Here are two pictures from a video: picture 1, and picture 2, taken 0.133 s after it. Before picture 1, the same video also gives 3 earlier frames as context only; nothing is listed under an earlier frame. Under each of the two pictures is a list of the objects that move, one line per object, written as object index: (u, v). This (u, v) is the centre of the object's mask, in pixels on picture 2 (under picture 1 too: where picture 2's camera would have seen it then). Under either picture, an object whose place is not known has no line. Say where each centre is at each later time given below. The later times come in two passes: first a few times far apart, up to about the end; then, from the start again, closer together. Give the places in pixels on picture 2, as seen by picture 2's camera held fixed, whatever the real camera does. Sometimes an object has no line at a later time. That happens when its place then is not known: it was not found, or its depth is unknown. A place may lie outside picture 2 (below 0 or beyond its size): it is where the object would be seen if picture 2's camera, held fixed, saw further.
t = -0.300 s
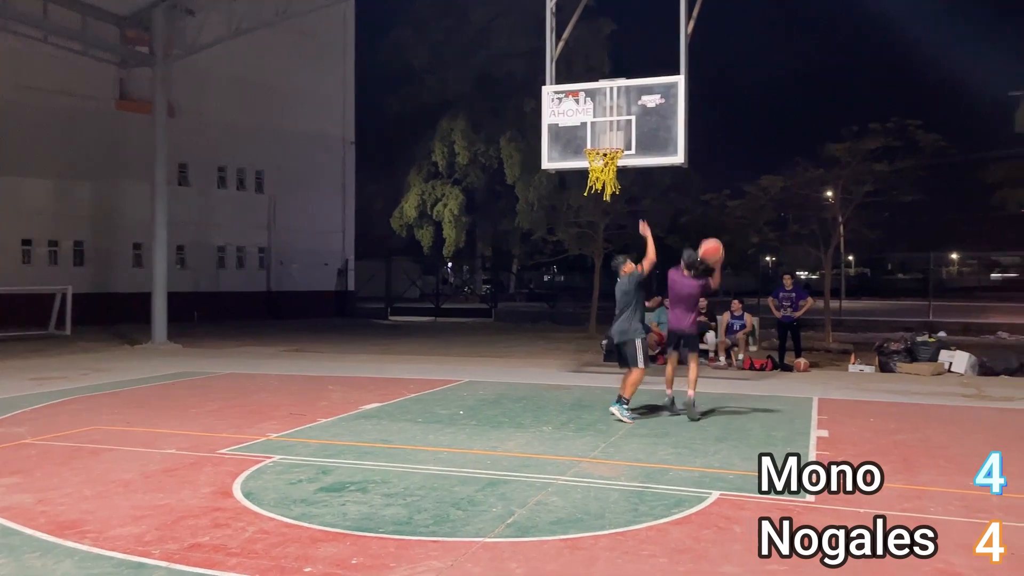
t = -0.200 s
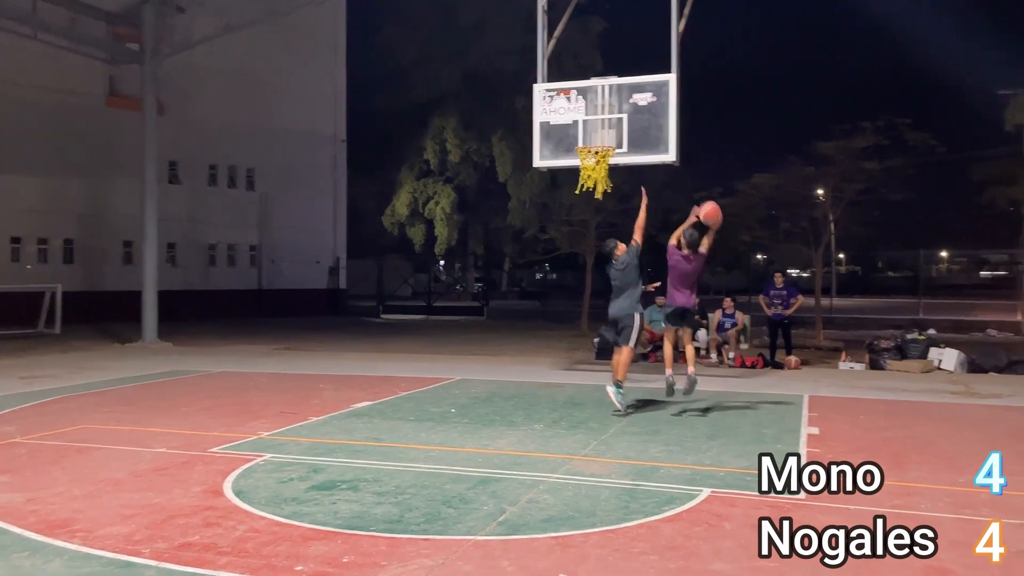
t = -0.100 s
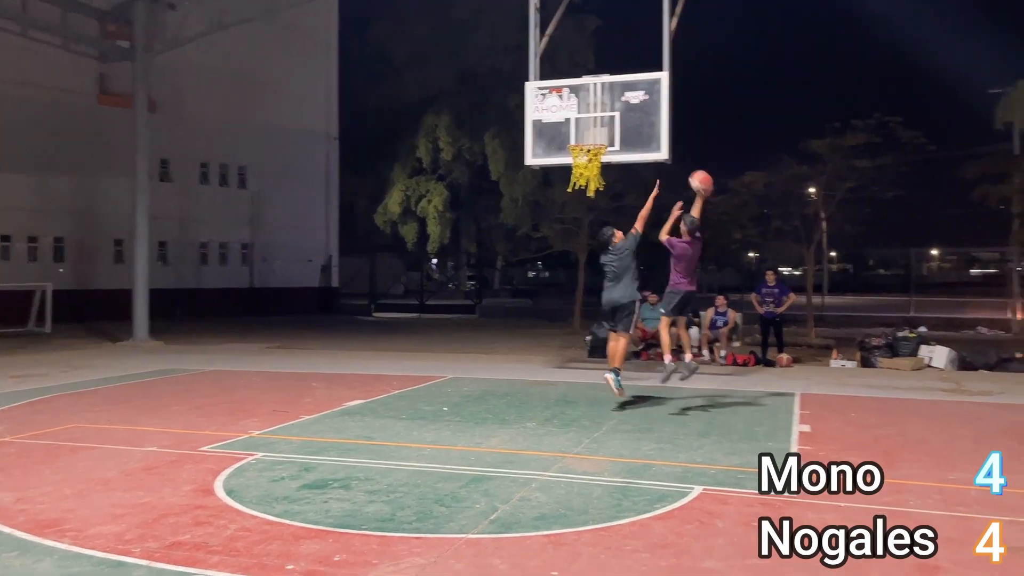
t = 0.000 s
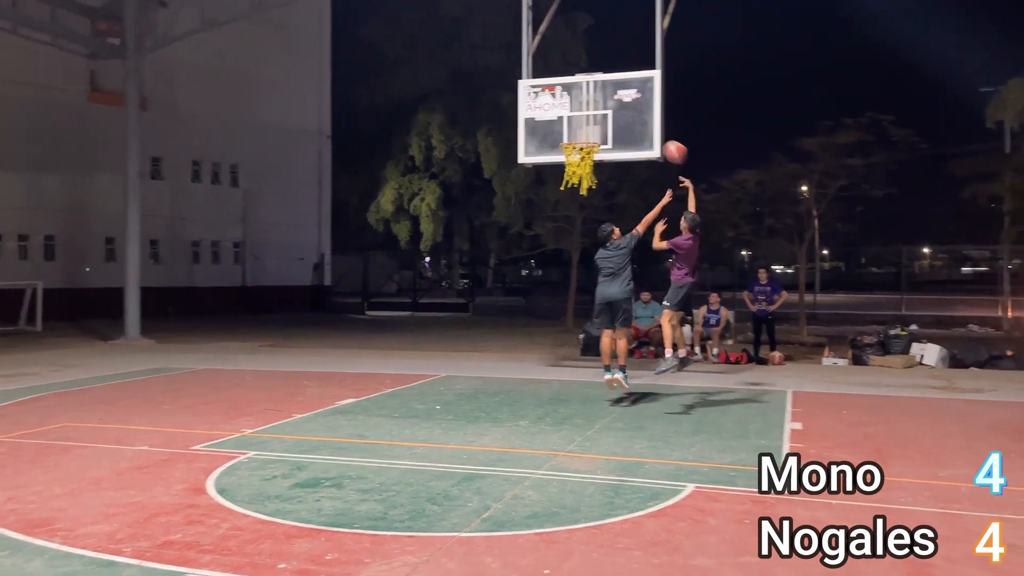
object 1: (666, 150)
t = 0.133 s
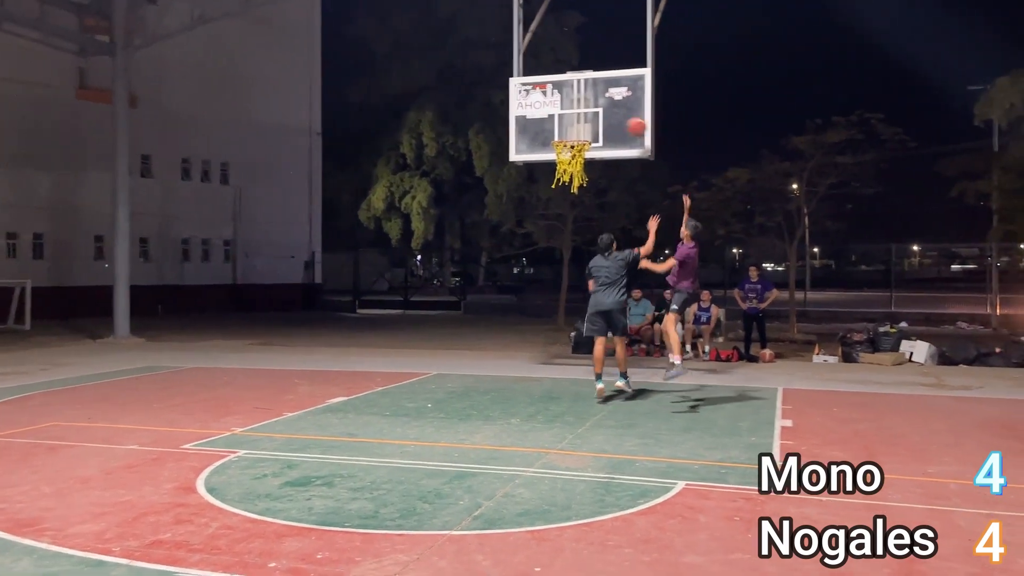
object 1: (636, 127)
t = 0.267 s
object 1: (613, 119)
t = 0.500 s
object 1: (571, 128)
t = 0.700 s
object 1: (575, 136)
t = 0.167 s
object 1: (630, 124)
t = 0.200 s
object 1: (623, 121)
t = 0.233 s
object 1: (617, 120)
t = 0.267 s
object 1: (613, 119)
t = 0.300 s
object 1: (606, 117)
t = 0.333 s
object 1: (601, 116)
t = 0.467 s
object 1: (577, 124)
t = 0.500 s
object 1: (571, 128)
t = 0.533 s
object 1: (565, 132)
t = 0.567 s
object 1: (564, 133)
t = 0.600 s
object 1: (567, 133)
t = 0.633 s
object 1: (570, 133)
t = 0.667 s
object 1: (573, 134)
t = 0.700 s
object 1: (575, 136)
